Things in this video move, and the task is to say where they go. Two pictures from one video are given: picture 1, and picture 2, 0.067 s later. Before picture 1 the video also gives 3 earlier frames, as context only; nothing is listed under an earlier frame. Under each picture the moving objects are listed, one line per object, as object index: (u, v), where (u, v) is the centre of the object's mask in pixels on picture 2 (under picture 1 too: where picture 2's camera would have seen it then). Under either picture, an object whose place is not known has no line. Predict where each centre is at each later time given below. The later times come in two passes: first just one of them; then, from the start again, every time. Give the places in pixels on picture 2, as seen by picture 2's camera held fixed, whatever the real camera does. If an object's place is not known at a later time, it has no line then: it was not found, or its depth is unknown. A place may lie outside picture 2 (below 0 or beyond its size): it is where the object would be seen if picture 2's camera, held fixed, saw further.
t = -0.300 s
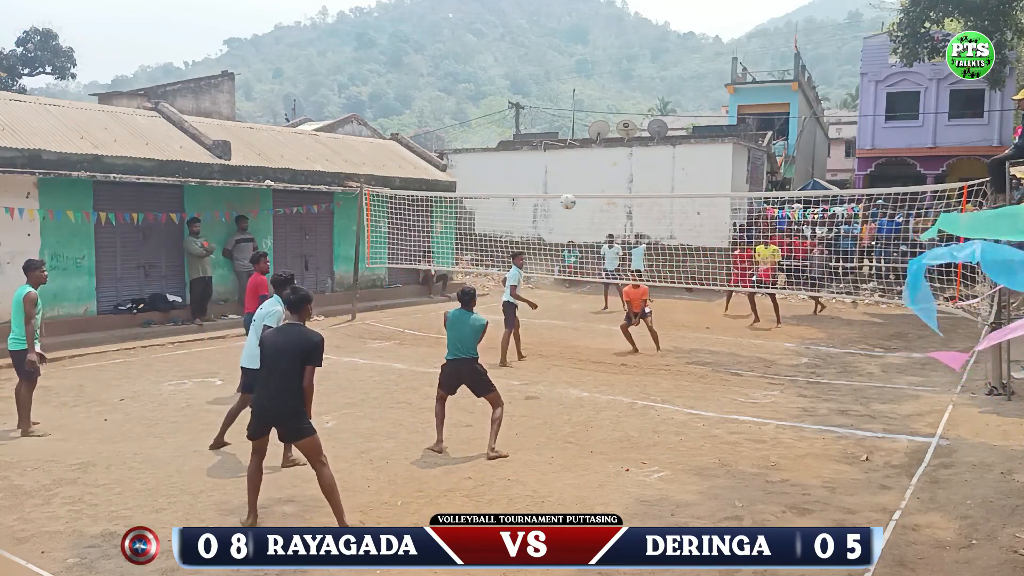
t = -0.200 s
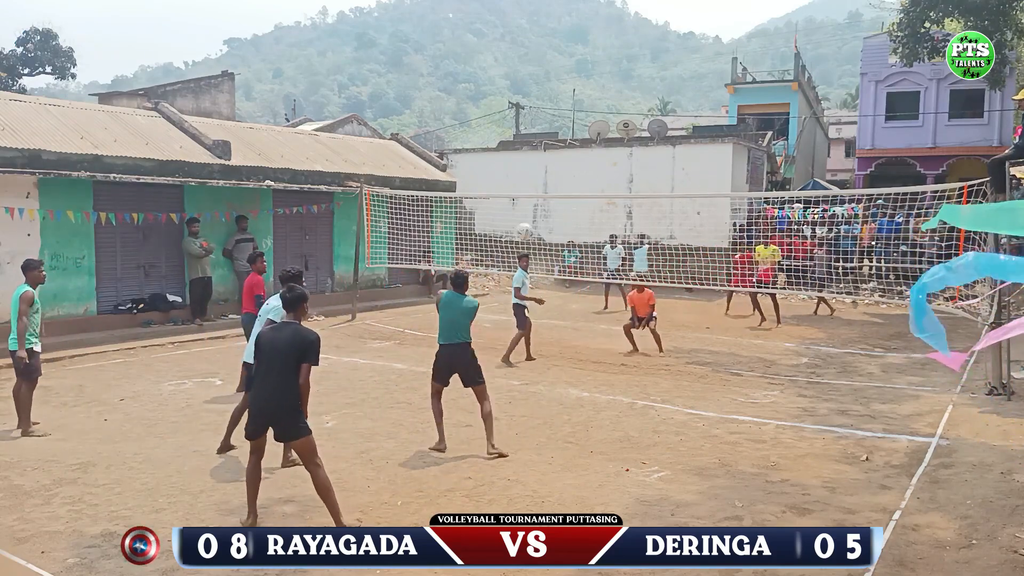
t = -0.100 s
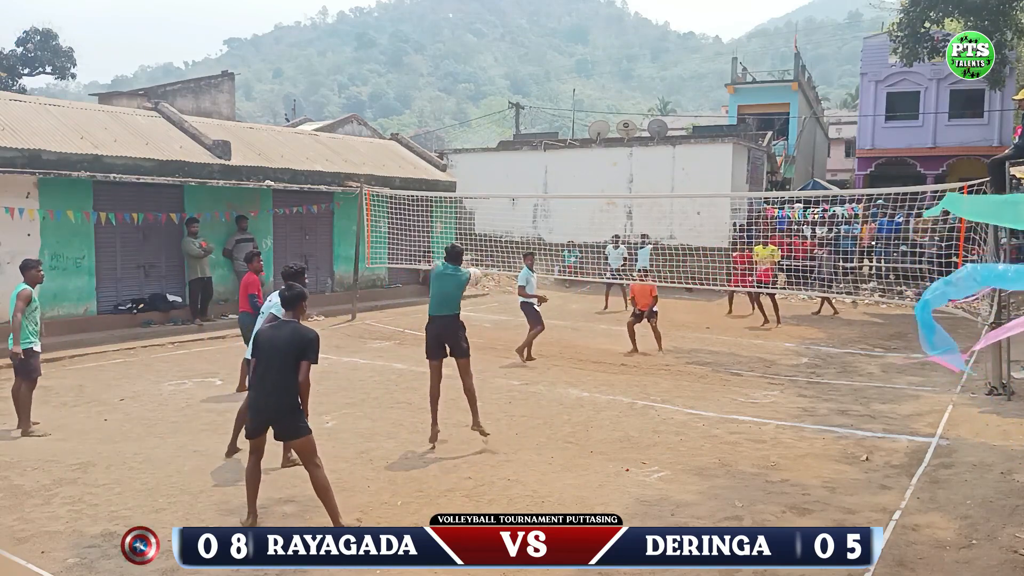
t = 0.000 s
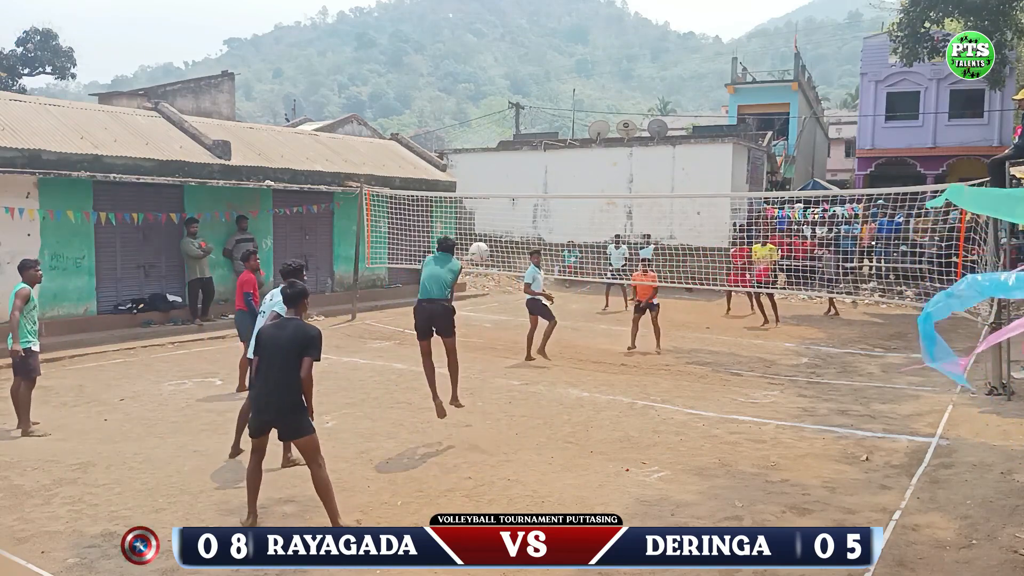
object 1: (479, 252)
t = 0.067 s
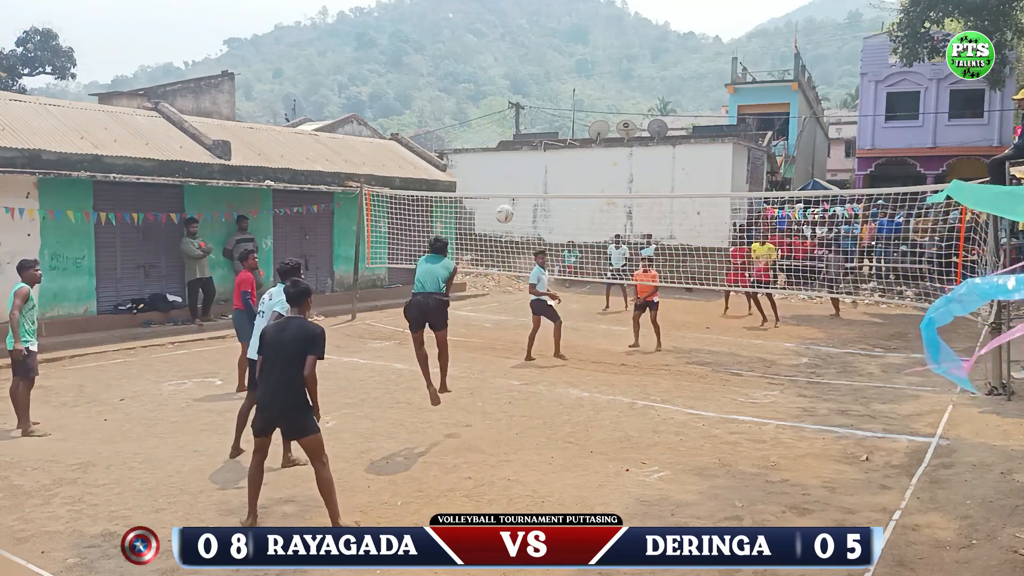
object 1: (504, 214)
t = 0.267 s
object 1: (566, 143)
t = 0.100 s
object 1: (516, 198)
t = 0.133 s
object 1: (527, 184)
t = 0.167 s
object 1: (538, 171)
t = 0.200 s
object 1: (548, 160)
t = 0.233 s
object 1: (557, 151)
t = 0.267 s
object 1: (566, 143)
